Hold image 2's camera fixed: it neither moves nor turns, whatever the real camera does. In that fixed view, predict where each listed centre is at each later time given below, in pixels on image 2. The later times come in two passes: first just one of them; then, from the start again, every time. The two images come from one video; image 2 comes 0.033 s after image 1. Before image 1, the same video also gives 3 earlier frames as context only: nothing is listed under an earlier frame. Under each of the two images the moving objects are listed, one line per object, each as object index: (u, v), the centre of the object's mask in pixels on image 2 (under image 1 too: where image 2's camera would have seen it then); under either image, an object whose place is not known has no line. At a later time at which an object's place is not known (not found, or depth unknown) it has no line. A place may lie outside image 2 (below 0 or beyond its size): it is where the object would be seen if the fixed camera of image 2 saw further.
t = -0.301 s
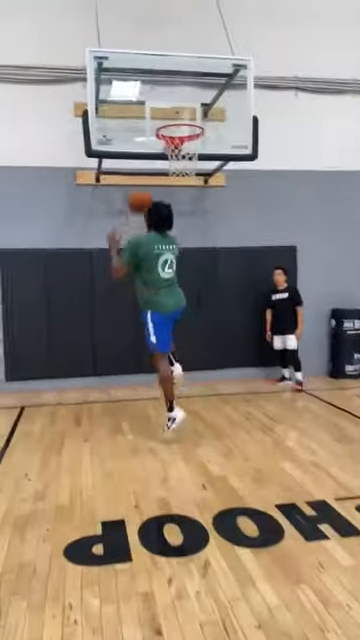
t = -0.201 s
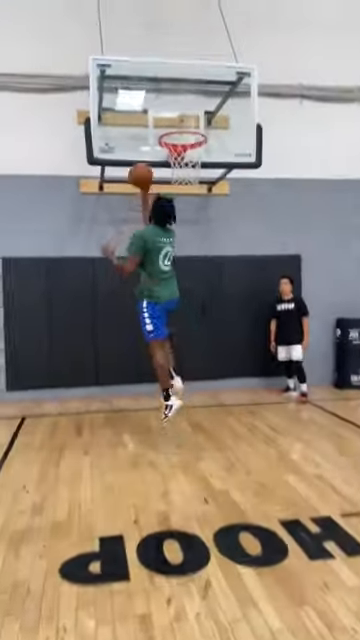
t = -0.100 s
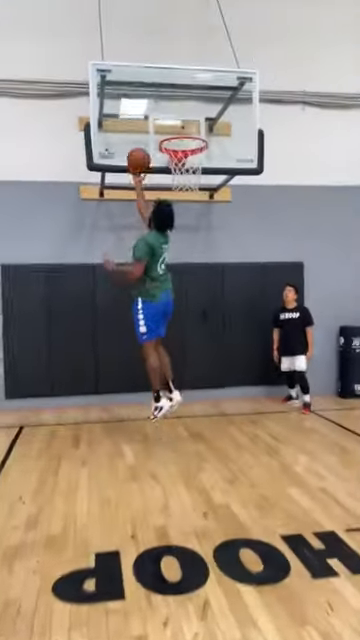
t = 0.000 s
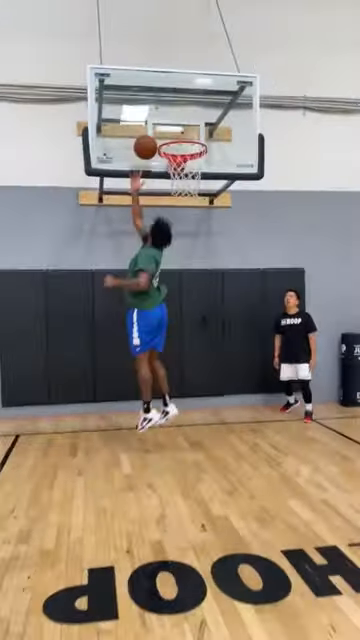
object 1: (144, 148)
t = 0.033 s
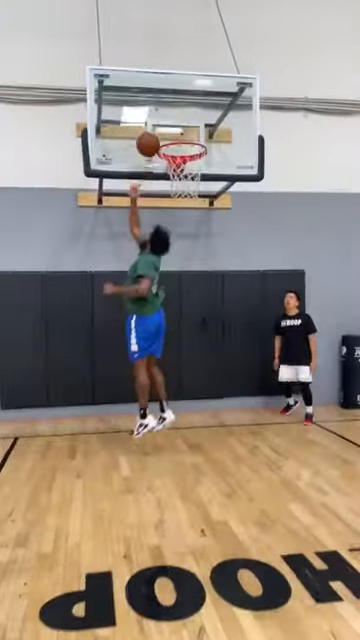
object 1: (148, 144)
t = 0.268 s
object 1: (174, 130)
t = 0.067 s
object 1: (150, 141)
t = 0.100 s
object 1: (154, 139)
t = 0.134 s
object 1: (157, 135)
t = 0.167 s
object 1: (161, 133)
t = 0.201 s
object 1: (165, 131)
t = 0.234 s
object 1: (169, 130)
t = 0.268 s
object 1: (174, 130)
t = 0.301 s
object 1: (178, 132)
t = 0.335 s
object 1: (182, 135)
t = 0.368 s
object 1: (186, 139)
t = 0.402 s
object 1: (191, 145)
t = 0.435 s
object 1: (189, 146)
